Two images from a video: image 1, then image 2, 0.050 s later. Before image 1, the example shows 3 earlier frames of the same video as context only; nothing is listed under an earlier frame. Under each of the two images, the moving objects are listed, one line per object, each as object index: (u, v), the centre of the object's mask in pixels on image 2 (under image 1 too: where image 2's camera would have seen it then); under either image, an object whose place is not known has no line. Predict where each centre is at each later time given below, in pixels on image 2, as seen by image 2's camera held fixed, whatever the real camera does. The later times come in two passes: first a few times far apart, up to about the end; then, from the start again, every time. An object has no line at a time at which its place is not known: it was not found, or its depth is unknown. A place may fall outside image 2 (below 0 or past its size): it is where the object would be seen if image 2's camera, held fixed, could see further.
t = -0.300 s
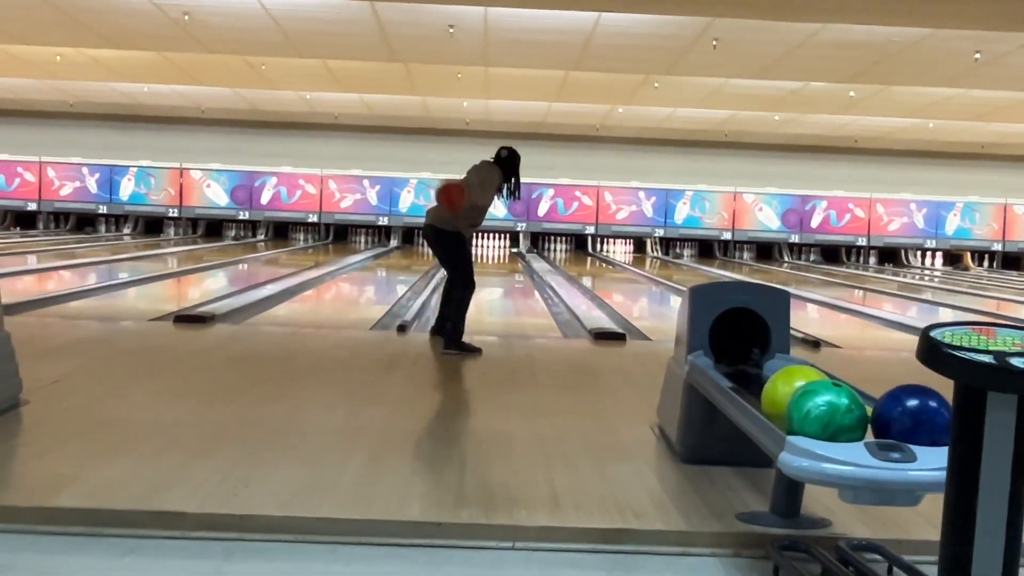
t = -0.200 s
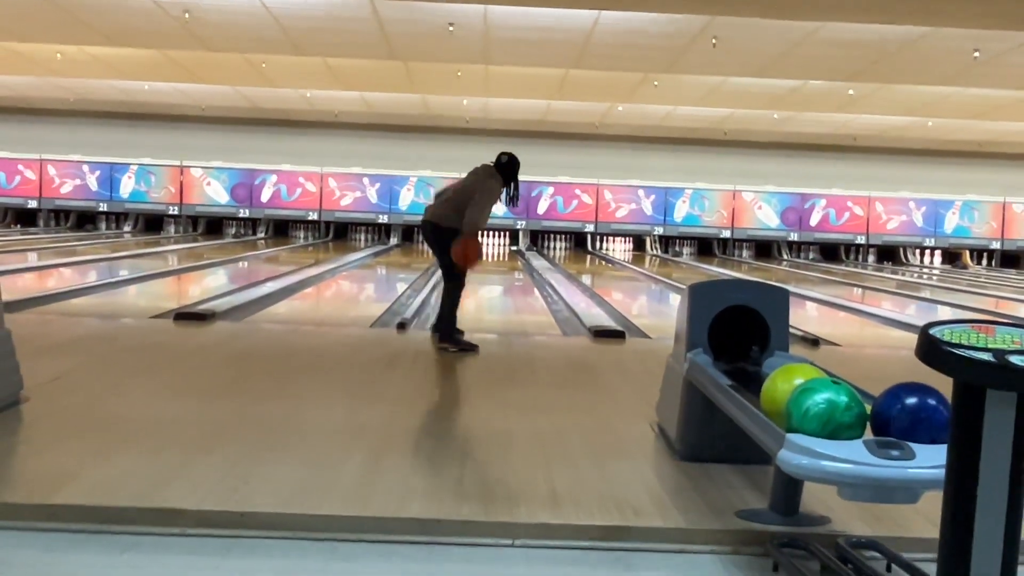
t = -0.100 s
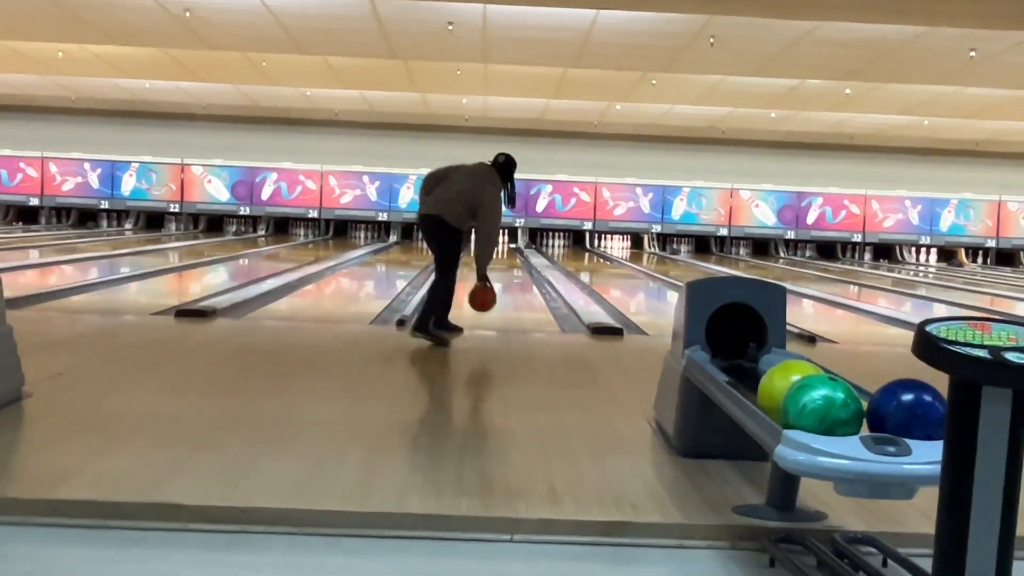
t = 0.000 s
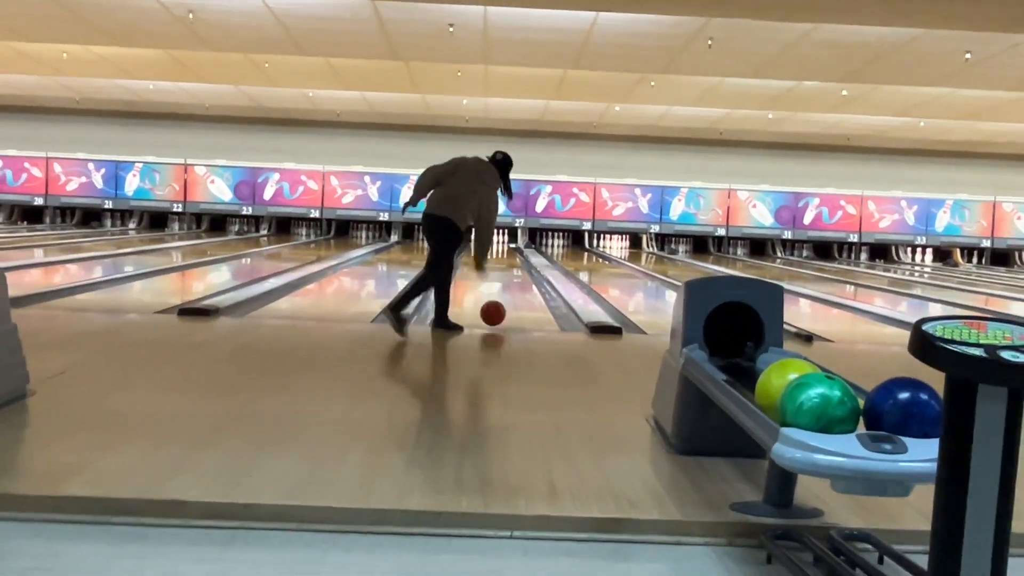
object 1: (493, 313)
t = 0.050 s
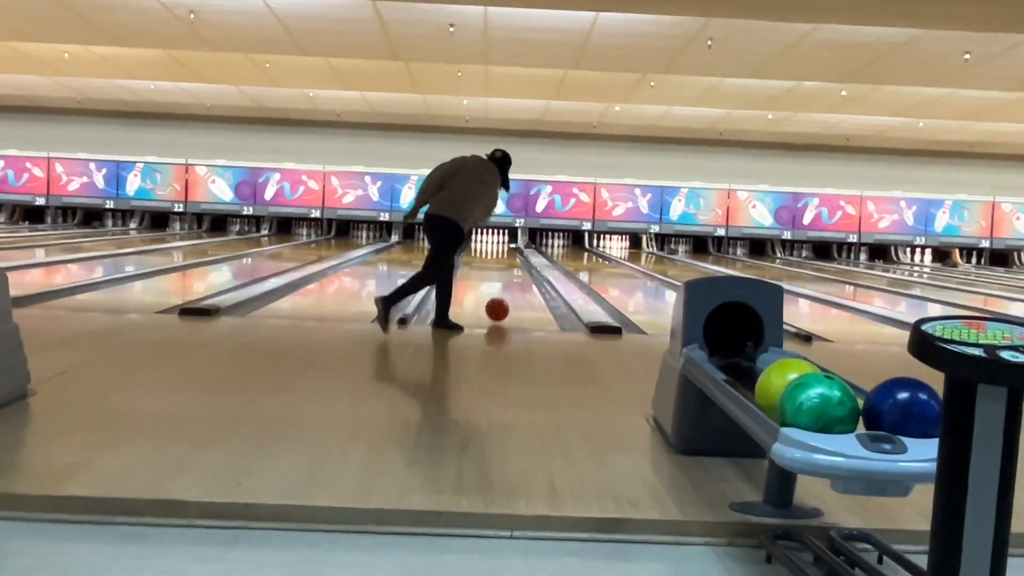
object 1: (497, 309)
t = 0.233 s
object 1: (509, 295)
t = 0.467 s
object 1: (521, 281)
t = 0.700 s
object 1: (529, 273)
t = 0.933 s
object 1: (536, 271)
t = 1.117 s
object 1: (535, 267)
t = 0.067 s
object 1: (498, 307)
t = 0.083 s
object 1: (500, 306)
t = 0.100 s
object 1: (501, 305)
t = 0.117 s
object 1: (502, 304)
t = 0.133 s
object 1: (503, 303)
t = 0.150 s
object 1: (505, 302)
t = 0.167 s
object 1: (505, 301)
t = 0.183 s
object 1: (506, 299)
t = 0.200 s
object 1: (508, 297)
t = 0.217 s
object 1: (509, 296)
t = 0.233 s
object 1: (509, 295)
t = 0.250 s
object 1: (511, 294)
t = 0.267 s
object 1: (512, 293)
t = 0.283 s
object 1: (513, 291)
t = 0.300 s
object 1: (514, 290)
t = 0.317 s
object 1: (514, 289)
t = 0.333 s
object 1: (515, 288)
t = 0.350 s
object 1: (516, 288)
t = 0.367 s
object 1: (517, 286)
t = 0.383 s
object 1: (517, 286)
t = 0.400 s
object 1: (518, 285)
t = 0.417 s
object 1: (519, 284)
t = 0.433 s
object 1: (520, 283)
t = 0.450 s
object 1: (520, 282)
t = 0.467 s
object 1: (521, 281)
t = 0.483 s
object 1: (522, 280)
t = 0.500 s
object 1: (523, 279)
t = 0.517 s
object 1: (523, 278)
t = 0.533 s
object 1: (524, 278)
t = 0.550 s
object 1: (525, 278)
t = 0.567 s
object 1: (526, 277)
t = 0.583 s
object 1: (526, 276)
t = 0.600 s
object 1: (526, 276)
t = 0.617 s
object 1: (527, 275)
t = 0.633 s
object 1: (527, 275)
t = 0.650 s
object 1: (528, 274)
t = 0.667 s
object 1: (528, 274)
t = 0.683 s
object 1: (529, 273)
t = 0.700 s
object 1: (529, 273)
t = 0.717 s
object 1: (530, 272)
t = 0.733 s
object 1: (530, 272)
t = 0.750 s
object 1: (531, 271)
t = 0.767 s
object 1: (531, 271)
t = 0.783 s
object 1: (531, 271)
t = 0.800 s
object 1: (532, 270)
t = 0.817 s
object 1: (532, 270)
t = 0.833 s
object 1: (534, 270)
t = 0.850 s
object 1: (534, 271)
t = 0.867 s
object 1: (534, 270)
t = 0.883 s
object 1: (535, 272)
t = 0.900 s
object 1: (535, 271)
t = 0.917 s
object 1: (536, 272)
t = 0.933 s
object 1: (536, 271)
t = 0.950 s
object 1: (536, 271)
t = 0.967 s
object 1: (536, 269)
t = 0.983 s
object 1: (536, 269)
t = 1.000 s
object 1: (535, 268)
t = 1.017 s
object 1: (536, 268)
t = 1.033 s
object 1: (536, 267)
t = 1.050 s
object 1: (535, 267)
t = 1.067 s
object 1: (535, 267)
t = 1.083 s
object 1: (535, 267)
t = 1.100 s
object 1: (535, 267)
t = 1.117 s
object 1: (535, 267)
